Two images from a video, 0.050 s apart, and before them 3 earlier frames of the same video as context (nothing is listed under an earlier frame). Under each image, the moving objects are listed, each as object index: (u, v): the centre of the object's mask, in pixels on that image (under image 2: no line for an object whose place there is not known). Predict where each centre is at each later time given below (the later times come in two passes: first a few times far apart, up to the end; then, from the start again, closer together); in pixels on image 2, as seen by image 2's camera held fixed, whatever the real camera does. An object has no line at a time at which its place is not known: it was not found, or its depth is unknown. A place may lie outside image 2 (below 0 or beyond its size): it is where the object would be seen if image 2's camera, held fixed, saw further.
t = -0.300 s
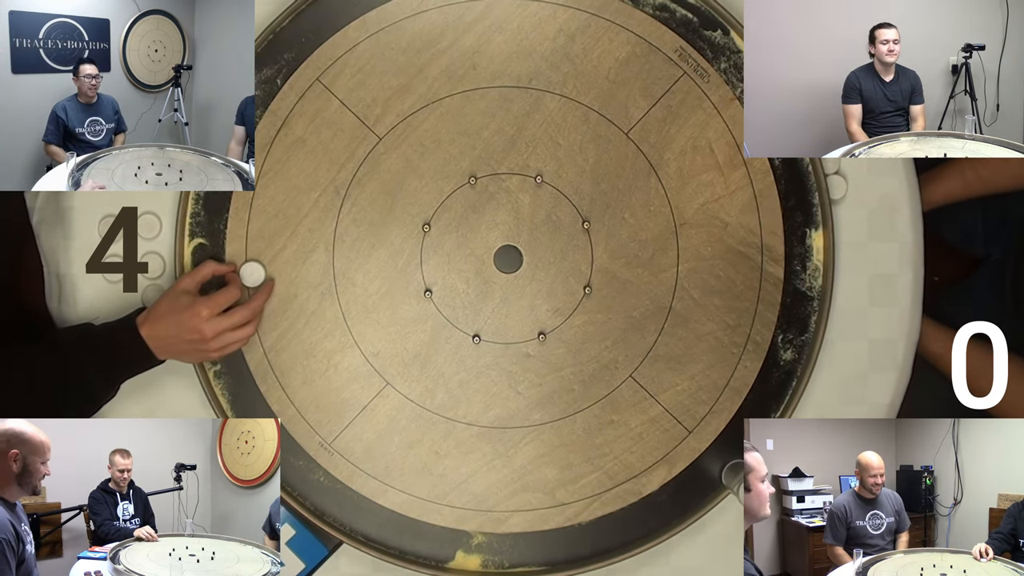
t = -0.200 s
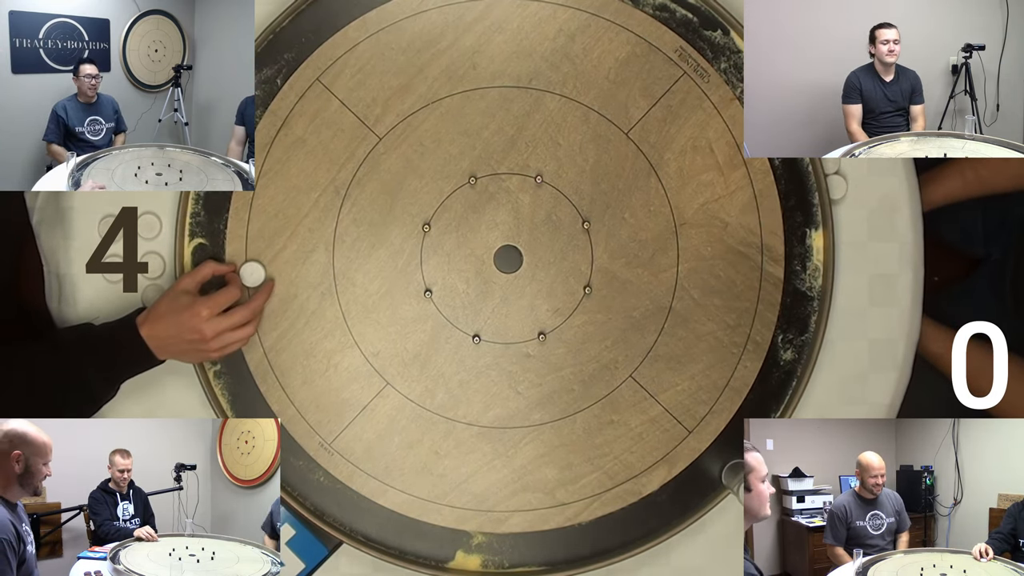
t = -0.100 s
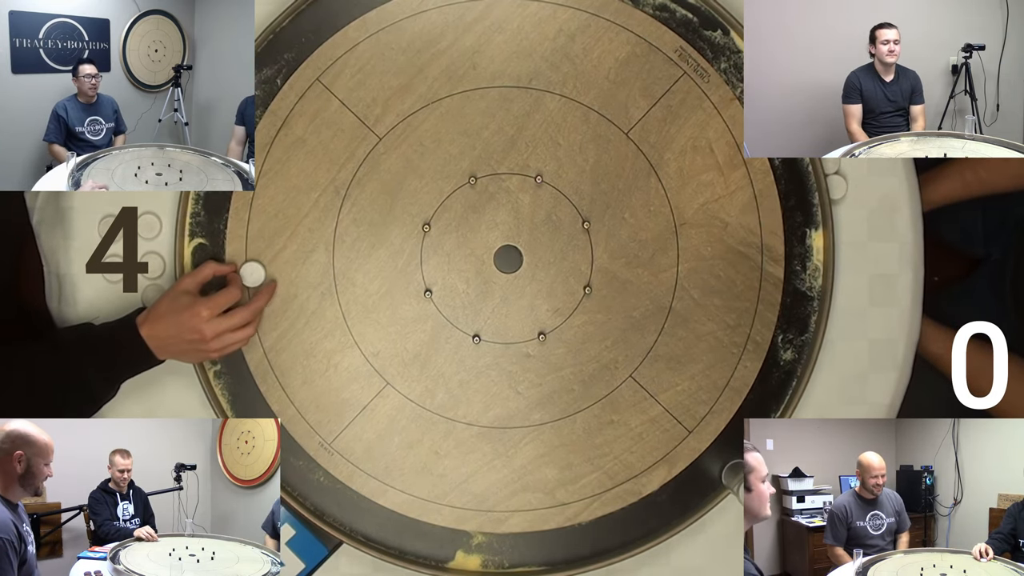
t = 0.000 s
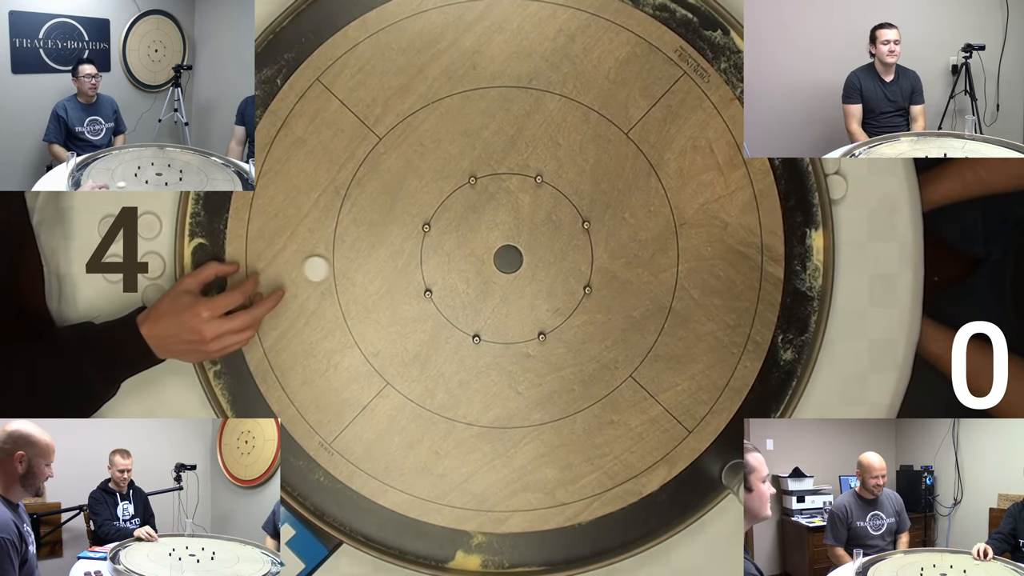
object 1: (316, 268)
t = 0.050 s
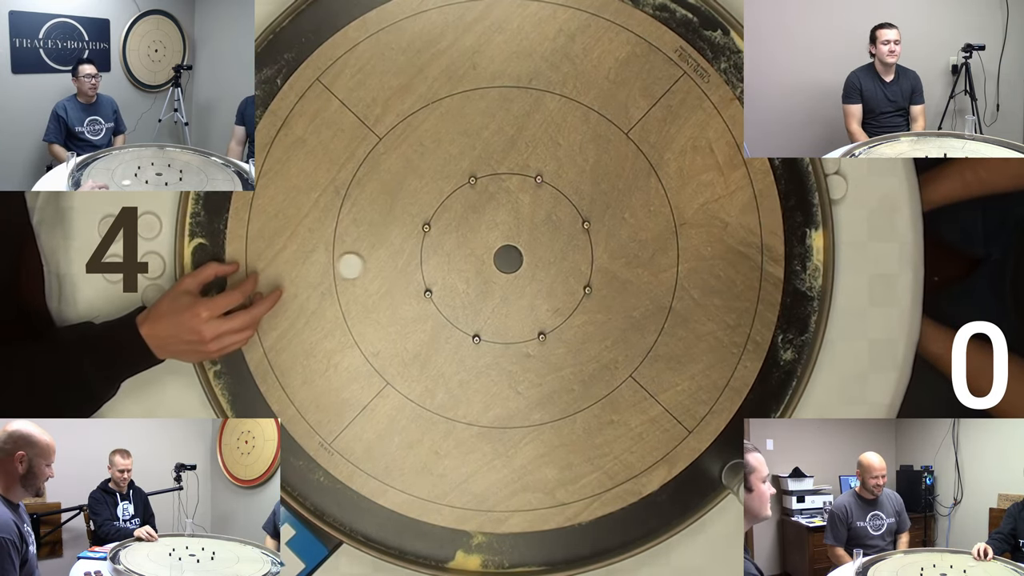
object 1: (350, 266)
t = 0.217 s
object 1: (448, 257)
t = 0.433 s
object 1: (528, 254)
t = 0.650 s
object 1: (544, 257)
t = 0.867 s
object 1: (545, 257)
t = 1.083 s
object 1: (545, 257)
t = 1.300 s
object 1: (545, 257)
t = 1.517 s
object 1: (545, 257)
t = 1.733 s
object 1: (545, 257)
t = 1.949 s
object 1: (545, 257)
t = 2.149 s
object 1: (545, 257)
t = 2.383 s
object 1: (545, 257)
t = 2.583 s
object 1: (545, 257)
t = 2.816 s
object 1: (545, 257)
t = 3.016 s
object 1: (545, 257)
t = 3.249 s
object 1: (544, 257)
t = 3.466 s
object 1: (545, 257)
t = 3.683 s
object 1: (545, 257)
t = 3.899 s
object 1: (545, 257)
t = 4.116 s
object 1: (544, 257)
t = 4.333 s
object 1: (545, 257)
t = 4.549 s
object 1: (545, 257)
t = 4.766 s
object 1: (545, 257)
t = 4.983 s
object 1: (545, 257)
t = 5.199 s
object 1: (545, 257)
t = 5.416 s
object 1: (545, 257)
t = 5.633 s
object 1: (545, 257)
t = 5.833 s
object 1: (545, 257)
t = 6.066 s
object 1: (545, 257)
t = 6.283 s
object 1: (545, 257)
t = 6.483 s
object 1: (544, 257)
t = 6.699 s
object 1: (544, 257)
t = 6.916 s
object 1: (544, 257)
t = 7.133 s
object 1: (544, 257)
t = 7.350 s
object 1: (545, 257)
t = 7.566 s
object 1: (544, 257)
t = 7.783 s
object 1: (544, 257)
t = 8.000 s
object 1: (544, 257)
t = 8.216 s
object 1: (544, 257)
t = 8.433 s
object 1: (545, 257)
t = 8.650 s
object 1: (544, 257)
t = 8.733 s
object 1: (545, 257)
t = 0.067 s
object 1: (361, 265)
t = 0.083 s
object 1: (372, 264)
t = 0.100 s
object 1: (382, 263)
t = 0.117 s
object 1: (393, 262)
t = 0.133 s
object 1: (402, 261)
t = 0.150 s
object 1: (412, 260)
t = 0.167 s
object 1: (421, 259)
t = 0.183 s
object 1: (430, 259)
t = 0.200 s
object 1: (439, 258)
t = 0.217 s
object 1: (448, 257)
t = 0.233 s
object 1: (457, 256)
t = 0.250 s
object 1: (465, 255)
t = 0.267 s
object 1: (473, 254)
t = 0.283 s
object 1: (481, 254)
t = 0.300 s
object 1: (488, 253)
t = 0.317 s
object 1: (495, 252)
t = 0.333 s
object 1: (502, 252)
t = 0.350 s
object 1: (509, 251)
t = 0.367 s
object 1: (514, 251)
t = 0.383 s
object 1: (518, 252)
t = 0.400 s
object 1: (522, 252)
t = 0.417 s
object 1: (525, 253)
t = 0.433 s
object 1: (528, 254)
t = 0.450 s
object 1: (530, 254)
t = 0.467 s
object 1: (533, 255)
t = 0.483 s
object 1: (535, 255)
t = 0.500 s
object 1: (537, 256)
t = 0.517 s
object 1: (539, 256)
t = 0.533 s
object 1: (540, 256)
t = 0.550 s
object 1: (542, 257)
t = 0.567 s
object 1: (543, 257)
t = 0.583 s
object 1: (543, 257)
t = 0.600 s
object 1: (544, 257)
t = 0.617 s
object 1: (544, 257)
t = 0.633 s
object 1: (544, 257)
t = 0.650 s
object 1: (544, 257)
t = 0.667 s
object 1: (544, 257)
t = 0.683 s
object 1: (544, 257)
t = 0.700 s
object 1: (544, 257)
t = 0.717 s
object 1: (544, 257)
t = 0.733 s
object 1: (544, 257)
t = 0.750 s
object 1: (544, 257)
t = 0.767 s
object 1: (544, 257)
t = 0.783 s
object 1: (544, 257)
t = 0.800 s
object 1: (544, 257)
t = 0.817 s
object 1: (545, 257)
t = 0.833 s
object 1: (544, 257)
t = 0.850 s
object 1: (545, 257)
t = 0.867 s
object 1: (545, 257)
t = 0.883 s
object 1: (545, 257)
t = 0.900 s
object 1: (545, 257)
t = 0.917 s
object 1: (544, 257)
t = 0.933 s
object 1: (545, 257)
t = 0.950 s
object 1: (545, 257)
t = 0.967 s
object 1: (545, 257)
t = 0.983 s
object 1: (545, 257)
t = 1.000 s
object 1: (545, 257)
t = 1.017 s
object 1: (545, 257)
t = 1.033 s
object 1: (545, 257)
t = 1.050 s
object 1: (544, 257)
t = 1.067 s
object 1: (544, 257)
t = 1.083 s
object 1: (545, 257)
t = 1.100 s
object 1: (545, 257)
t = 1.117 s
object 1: (544, 257)
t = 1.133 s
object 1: (544, 257)
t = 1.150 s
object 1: (545, 257)
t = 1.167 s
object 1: (545, 257)
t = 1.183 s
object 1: (544, 257)
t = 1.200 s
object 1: (545, 257)
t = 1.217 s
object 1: (544, 257)
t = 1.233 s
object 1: (545, 257)
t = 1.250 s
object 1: (545, 257)
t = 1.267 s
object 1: (545, 257)
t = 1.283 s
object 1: (544, 257)
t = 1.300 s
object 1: (545, 257)
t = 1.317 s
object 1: (545, 257)
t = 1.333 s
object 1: (545, 257)
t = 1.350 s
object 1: (545, 257)
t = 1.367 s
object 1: (544, 257)
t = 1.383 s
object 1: (545, 257)
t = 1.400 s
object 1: (545, 257)
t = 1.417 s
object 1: (544, 257)
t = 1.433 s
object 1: (544, 257)
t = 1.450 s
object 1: (544, 257)
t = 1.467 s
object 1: (545, 257)
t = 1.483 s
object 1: (545, 257)
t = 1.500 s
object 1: (545, 257)
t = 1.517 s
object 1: (545, 257)
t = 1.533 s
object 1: (545, 257)
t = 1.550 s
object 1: (545, 257)
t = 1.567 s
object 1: (545, 257)
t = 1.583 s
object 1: (545, 257)
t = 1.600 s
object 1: (545, 257)
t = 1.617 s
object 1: (545, 257)
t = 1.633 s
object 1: (545, 257)
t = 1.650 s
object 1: (544, 257)
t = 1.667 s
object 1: (545, 257)
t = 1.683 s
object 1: (545, 257)
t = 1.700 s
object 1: (545, 257)
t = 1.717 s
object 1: (544, 257)
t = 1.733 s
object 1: (545, 257)
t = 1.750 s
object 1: (545, 257)
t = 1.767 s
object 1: (545, 257)
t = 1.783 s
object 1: (545, 257)
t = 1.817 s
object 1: (545, 257)
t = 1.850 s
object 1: (544, 257)
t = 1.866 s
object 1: (545, 257)
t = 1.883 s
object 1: (545, 257)
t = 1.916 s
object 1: (545, 257)
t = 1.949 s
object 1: (545, 257)
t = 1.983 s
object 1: (545, 257)
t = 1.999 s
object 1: (545, 257)
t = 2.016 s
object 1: (545, 257)
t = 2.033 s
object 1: (545, 257)
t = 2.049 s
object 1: (545, 257)
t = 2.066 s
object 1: (545, 257)
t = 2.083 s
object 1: (545, 257)
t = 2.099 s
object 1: (545, 257)
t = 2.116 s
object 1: (545, 257)
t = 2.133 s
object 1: (545, 257)
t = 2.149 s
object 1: (545, 257)
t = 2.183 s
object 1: (544, 257)
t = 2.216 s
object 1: (545, 257)
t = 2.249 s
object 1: (544, 257)
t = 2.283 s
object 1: (545, 257)
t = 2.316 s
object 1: (545, 257)
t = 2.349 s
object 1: (545, 257)
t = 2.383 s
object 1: (545, 257)
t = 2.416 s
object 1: (545, 257)
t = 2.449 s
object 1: (545, 257)
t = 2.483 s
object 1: (545, 257)
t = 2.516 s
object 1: (544, 257)
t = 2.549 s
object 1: (545, 257)
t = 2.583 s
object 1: (545, 257)
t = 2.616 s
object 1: (544, 257)
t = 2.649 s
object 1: (545, 257)
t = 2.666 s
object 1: (545, 257)
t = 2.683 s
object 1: (545, 257)
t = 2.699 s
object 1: (545, 257)
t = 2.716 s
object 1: (545, 257)
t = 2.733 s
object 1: (545, 257)
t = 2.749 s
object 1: (544, 257)
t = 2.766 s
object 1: (545, 257)
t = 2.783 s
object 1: (545, 257)
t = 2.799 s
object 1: (545, 257)
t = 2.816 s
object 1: (545, 257)
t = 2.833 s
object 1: (545, 257)
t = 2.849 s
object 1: (545, 257)
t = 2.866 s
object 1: (545, 257)
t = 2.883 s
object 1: (544, 257)
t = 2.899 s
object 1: (544, 257)
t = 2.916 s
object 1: (544, 257)
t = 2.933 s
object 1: (545, 257)
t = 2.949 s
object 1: (545, 257)
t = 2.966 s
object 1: (545, 257)
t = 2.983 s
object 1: (545, 257)
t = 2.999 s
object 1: (545, 257)
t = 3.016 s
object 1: (545, 257)
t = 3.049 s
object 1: (544, 257)
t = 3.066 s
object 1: (544, 257)
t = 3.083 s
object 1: (544, 257)
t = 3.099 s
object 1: (545, 257)
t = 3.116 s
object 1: (545, 257)
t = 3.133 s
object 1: (545, 257)
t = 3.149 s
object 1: (544, 257)
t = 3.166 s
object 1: (545, 257)
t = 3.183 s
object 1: (545, 257)
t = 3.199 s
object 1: (545, 257)
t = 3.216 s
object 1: (545, 257)
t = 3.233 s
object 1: (545, 257)
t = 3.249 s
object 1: (544, 257)
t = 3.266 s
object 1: (545, 257)
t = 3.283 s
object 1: (545, 257)
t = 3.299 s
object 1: (545, 257)
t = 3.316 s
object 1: (545, 257)
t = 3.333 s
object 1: (545, 257)
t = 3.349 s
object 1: (545, 257)
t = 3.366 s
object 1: (545, 257)
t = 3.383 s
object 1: (545, 257)
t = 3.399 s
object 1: (545, 257)
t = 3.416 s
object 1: (545, 257)
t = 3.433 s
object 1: (544, 257)
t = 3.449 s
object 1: (544, 257)
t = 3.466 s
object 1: (545, 257)
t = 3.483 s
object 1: (545, 257)
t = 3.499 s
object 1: (545, 257)
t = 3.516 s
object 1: (545, 257)
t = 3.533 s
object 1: (545, 257)
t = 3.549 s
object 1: (545, 257)
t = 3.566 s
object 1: (544, 257)
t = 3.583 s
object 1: (544, 257)
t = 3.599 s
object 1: (544, 257)
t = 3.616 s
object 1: (545, 257)
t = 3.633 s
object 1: (545, 257)
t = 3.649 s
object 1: (545, 257)
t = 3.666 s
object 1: (545, 257)
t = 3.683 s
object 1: (545, 257)
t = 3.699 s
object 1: (545, 257)
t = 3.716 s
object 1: (544, 257)
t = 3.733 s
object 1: (545, 257)
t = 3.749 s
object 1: (545, 257)
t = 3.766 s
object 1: (545, 257)
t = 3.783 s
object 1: (545, 257)
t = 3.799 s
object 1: (545, 257)
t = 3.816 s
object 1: (545, 257)
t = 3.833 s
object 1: (544, 257)
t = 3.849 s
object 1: (544, 257)
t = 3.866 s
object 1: (545, 257)
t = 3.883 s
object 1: (545, 257)
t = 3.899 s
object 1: (545, 257)
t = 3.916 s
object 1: (545, 257)
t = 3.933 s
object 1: (545, 257)
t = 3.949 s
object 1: (545, 257)
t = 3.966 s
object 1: (544, 257)
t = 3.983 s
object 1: (545, 257)
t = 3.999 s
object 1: (544, 257)
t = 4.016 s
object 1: (545, 257)
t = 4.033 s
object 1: (545, 257)
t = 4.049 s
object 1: (545, 257)
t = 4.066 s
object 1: (545, 257)
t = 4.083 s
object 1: (545, 257)
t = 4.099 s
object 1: (545, 257)
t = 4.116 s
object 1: (544, 257)
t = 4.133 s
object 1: (545, 257)
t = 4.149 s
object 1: (545, 257)
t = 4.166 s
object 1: (545, 257)
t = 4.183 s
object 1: (545, 257)
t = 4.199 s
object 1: (545, 257)
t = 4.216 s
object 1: (545, 257)
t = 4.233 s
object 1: (544, 257)
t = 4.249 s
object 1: (545, 257)
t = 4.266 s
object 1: (544, 257)
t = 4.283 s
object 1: (545, 257)
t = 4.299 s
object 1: (545, 257)
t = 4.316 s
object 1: (545, 257)
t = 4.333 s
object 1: (545, 257)
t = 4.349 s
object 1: (545, 257)
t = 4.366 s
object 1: (545, 257)
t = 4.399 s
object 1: (545, 257)
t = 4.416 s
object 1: (545, 257)
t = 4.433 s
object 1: (545, 257)
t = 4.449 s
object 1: (545, 257)
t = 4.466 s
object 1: (545, 257)
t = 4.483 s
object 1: (544, 257)
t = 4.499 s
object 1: (545, 257)
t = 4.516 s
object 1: (545, 257)
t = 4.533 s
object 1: (544, 257)
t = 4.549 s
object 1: (545, 257)
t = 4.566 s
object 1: (544, 257)
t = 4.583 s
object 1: (544, 257)
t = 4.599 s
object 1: (544, 257)
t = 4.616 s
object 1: (545, 257)
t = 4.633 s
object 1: (545, 257)
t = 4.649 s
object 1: (545, 257)
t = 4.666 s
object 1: (544, 257)
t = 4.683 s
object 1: (545, 257)
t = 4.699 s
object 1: (545, 257)
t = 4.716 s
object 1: (545, 257)
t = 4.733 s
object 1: (545, 257)
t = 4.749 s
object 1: (544, 257)
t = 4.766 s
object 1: (545, 257)
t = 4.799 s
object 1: (545, 257)
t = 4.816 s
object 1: (545, 257)
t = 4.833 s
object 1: (545, 257)
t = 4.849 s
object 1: (545, 257)
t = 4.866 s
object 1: (545, 257)
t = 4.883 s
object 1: (545, 257)
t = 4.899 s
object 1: (545, 257)
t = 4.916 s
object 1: (545, 257)
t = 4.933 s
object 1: (545, 257)
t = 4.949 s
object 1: (545, 257)
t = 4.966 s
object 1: (545, 257)
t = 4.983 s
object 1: (545, 257)
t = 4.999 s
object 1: (545, 257)
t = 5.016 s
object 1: (544, 257)
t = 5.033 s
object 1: (545, 257)
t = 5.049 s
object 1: (545, 257)
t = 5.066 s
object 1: (545, 257)
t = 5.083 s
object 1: (545, 257)
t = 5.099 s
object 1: (545, 257)
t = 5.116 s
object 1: (545, 257)
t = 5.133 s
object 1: (545, 257)
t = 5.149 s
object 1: (545, 257)
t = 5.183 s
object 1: (545, 257)
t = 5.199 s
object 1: (545, 257)
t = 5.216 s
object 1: (545, 257)
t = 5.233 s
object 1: (545, 257)
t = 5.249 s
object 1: (545, 257)
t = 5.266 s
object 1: (545, 257)
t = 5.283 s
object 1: (545, 257)
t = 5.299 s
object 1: (545, 257)
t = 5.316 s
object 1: (545, 257)
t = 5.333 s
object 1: (545, 257)
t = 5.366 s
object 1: (545, 257)
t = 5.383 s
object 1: (545, 257)
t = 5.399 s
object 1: (545, 257)
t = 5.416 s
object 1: (545, 257)
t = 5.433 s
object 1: (545, 257)
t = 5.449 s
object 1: (545, 257)
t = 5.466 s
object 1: (545, 257)
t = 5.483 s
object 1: (545, 257)
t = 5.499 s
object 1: (545, 257)
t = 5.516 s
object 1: (545, 257)
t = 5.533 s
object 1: (545, 257)
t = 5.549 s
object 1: (545, 257)
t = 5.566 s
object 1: (545, 257)
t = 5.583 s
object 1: (545, 257)
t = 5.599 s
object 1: (545, 257)
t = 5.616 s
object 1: (545, 257)
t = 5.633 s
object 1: (545, 257)
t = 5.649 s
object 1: (545, 257)
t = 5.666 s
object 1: (545, 257)
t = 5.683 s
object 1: (545, 257)
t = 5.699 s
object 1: (545, 257)
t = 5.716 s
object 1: (545, 257)
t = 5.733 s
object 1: (545, 257)
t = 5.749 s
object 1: (544, 257)
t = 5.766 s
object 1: (544, 257)
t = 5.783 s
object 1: (545, 257)
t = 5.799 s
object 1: (545, 257)
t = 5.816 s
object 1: (545, 257)
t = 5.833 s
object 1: (545, 257)
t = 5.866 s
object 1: (545, 257)
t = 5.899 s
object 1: (545, 257)
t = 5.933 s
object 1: (545, 257)
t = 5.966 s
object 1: (545, 257)
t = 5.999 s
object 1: (544, 257)
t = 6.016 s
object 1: (544, 257)
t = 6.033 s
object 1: (544, 257)
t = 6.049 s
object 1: (545, 257)
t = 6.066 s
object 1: (545, 257)
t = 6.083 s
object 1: (544, 257)
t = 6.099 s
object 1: (544, 257)
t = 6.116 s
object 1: (545, 257)
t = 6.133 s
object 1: (545, 257)
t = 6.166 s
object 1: (544, 257)
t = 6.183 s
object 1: (545, 257)
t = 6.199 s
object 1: (544, 257)
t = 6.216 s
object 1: (545, 257)
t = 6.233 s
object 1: (545, 257)
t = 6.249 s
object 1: (544, 257)
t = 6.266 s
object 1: (544, 257)
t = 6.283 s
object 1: (545, 257)
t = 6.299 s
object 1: (544, 257)
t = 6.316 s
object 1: (545, 257)
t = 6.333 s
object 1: (544, 257)
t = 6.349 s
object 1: (544, 257)
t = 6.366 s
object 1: (544, 257)
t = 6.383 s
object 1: (544, 257)
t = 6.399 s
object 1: (544, 257)
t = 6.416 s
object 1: (545, 257)
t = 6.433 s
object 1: (544, 257)
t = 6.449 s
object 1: (545, 257)
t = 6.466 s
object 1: (544, 257)
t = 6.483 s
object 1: (544, 257)
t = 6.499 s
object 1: (545, 257)
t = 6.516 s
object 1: (545, 257)
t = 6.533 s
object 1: (544, 257)
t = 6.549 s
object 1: (544, 257)
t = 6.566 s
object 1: (545, 257)
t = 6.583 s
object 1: (545, 257)
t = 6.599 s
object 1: (544, 257)
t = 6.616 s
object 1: (545, 257)
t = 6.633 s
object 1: (544, 257)
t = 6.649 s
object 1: (545, 257)
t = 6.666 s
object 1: (544, 257)
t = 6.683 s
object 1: (544, 257)
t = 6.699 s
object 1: (544, 257)
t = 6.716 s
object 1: (545, 257)
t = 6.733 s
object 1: (544, 257)
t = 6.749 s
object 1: (544, 257)
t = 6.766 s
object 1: (545, 257)
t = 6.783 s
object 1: (544, 257)
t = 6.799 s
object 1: (544, 257)
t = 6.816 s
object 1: (545, 257)
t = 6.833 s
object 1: (545, 257)
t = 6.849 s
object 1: (544, 257)
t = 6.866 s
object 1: (544, 257)
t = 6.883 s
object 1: (544, 257)
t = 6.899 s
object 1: (545, 257)
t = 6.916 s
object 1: (544, 257)
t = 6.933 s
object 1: (544, 257)
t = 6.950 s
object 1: (545, 257)
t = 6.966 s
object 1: (545, 257)
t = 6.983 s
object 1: (544, 257)
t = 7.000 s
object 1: (544, 257)
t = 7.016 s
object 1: (544, 257)
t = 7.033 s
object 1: (545, 257)
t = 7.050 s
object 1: (544, 257)
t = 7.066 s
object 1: (544, 257)
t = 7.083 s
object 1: (545, 257)
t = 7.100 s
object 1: (545, 257)
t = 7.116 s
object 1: (545, 257)
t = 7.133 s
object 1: (544, 257)
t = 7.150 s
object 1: (544, 257)
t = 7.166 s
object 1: (544, 257)
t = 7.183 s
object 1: (544, 257)
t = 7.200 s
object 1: (545, 257)
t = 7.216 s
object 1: (545, 257)
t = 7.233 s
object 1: (545, 257)
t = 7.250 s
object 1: (544, 257)
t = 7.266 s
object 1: (545, 257)
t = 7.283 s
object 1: (544, 257)
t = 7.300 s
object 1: (544, 257)
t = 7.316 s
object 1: (544, 257)
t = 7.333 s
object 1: (544, 257)
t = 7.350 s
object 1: (545, 257)
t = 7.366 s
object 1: (544, 257)
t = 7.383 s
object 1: (545, 257)
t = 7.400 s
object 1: (545, 257)
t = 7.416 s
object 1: (544, 257)
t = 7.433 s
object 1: (544, 257)
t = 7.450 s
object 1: (544, 257)
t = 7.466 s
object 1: (544, 257)
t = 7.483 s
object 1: (544, 257)
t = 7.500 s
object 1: (545, 257)
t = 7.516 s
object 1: (545, 257)
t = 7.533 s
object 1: (544, 257)
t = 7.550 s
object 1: (544, 257)
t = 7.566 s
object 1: (544, 257)
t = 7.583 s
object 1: (544, 257)
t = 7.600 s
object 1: (544, 257)
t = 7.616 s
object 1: (544, 257)
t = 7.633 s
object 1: (545, 257)
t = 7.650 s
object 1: (544, 257)
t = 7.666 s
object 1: (544, 257)
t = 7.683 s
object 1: (544, 257)
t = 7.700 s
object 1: (544, 257)
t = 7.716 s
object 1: (544, 257)
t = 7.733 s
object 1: (544, 257)
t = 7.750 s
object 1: (545, 257)
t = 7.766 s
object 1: (544, 257)
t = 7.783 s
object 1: (544, 257)
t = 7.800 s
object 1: (544, 257)
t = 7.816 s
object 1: (545, 257)
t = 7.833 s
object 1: (544, 257)
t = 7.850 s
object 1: (544, 257)
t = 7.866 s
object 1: (544, 257)
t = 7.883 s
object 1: (544, 257)
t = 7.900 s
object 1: (544, 257)
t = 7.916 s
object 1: (544, 257)
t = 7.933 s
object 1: (545, 257)
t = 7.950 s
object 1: (545, 257)
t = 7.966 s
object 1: (544, 257)
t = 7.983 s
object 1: (544, 257)
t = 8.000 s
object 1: (544, 257)
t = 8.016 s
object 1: (544, 257)
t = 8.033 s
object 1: (545, 257)
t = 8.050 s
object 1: (544, 257)
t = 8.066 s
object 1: (545, 257)
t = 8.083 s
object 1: (545, 257)
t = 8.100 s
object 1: (545, 257)
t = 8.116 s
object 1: (544, 257)
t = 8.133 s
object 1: (544, 257)
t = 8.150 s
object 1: (545, 257)
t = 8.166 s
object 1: (544, 257)
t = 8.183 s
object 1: (545, 257)
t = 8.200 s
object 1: (545, 257)
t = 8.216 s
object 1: (544, 257)
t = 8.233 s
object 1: (544, 257)
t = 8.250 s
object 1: (544, 257)
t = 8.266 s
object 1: (545, 257)
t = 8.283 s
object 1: (544, 257)
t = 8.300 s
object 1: (544, 257)
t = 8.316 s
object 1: (545, 257)
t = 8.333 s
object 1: (544, 257)
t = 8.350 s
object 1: (545, 257)
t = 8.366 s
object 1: (544, 257)
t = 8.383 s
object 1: (544, 257)
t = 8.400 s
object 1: (544, 257)
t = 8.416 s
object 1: (544, 257)
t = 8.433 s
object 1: (545, 257)
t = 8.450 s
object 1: (545, 257)
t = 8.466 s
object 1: (545, 257)
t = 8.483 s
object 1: (545, 257)
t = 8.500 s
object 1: (544, 257)
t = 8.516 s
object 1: (544, 257)
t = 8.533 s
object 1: (545, 257)
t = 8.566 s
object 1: (544, 257)
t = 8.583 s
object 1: (544, 257)
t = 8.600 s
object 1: (545, 257)
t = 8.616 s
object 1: (545, 257)
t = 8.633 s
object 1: (545, 257)
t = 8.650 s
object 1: (544, 257)
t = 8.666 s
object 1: (544, 257)
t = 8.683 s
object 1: (544, 257)
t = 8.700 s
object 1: (545, 257)
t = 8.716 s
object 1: (544, 257)
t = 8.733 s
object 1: (545, 257)
